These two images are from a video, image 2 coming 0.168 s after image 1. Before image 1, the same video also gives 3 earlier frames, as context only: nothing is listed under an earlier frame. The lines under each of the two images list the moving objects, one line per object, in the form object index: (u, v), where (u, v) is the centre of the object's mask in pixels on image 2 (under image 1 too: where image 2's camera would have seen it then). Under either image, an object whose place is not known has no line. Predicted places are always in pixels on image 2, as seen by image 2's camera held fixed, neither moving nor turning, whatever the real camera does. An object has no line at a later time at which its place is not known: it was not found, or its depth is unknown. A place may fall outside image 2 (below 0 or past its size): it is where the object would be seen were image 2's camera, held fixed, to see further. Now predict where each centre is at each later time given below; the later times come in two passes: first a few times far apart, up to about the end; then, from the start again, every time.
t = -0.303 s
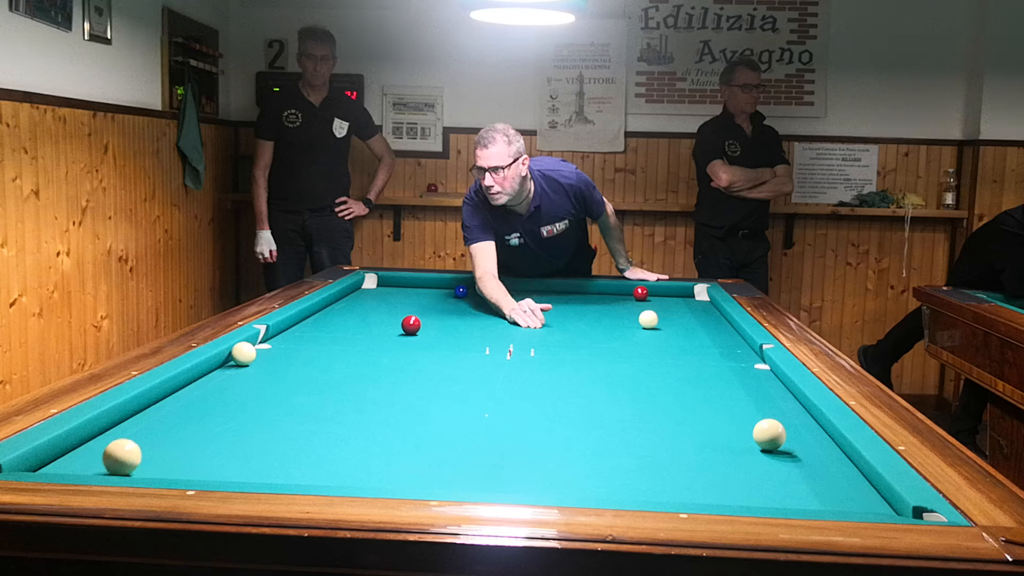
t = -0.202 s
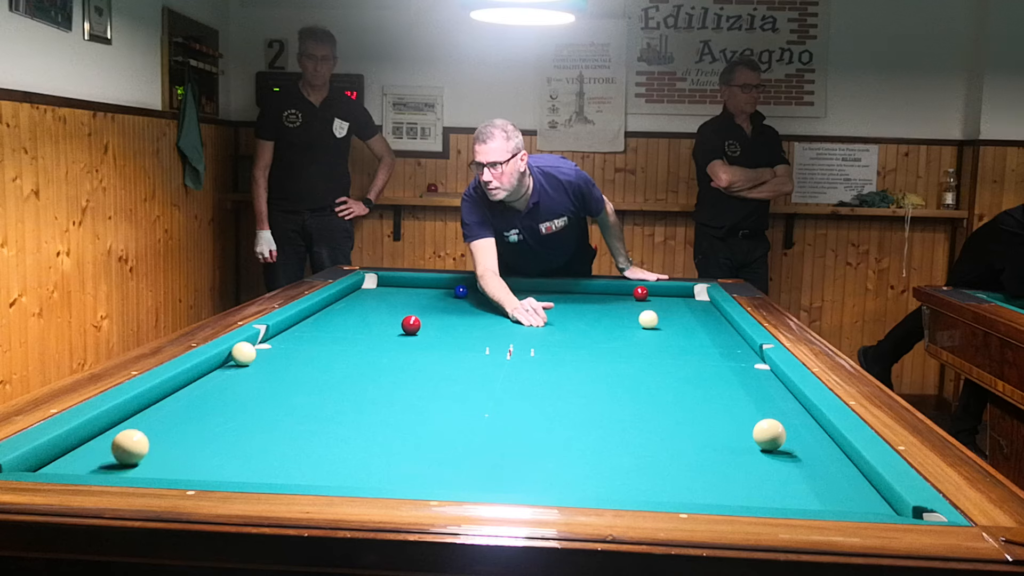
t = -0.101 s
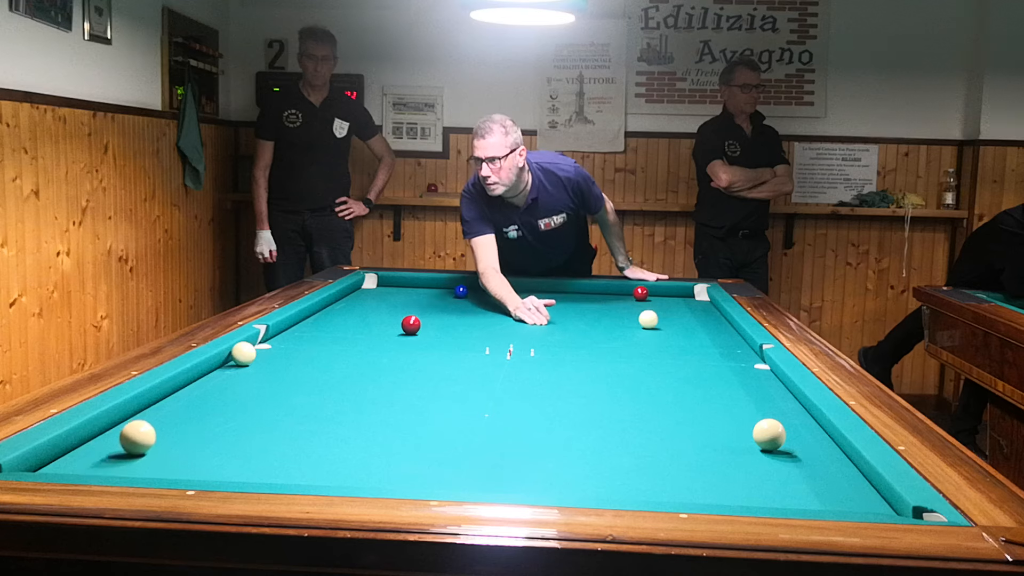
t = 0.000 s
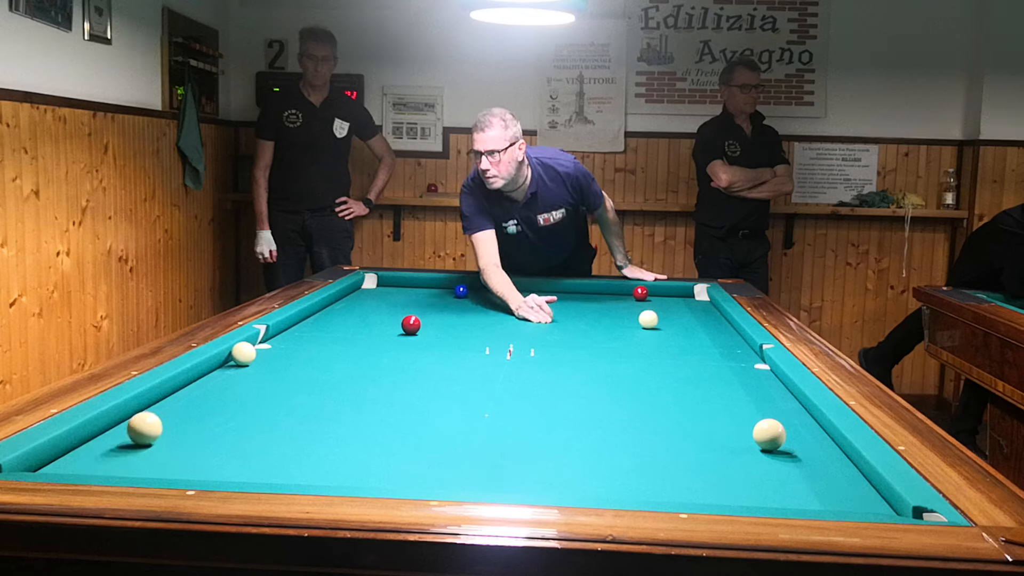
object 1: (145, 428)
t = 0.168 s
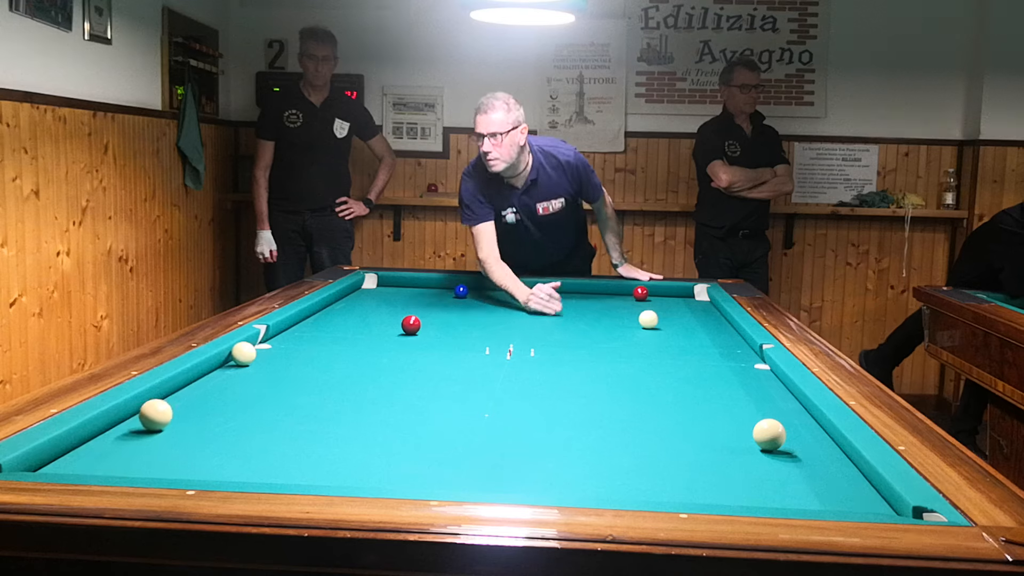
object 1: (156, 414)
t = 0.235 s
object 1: (159, 410)
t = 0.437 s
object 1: (171, 396)
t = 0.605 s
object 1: (187, 386)
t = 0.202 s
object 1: (158, 412)
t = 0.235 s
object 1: (159, 410)
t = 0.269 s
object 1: (162, 407)
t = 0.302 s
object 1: (163, 405)
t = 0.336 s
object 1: (165, 403)
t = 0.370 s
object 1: (168, 400)
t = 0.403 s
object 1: (169, 398)
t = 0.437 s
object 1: (171, 396)
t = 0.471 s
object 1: (173, 393)
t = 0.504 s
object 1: (174, 392)
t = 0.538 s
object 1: (178, 390)
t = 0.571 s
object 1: (183, 388)
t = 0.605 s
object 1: (187, 386)
